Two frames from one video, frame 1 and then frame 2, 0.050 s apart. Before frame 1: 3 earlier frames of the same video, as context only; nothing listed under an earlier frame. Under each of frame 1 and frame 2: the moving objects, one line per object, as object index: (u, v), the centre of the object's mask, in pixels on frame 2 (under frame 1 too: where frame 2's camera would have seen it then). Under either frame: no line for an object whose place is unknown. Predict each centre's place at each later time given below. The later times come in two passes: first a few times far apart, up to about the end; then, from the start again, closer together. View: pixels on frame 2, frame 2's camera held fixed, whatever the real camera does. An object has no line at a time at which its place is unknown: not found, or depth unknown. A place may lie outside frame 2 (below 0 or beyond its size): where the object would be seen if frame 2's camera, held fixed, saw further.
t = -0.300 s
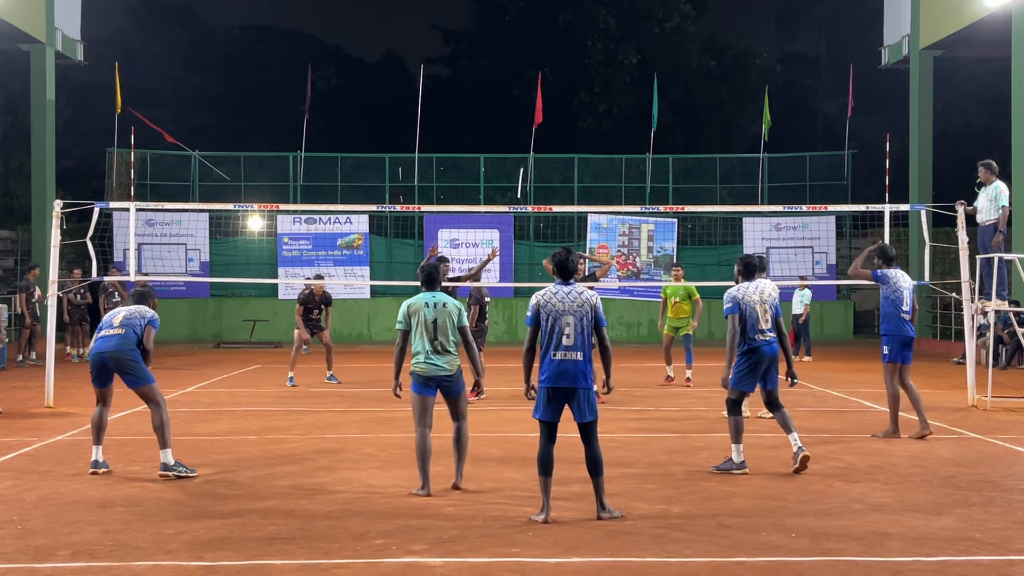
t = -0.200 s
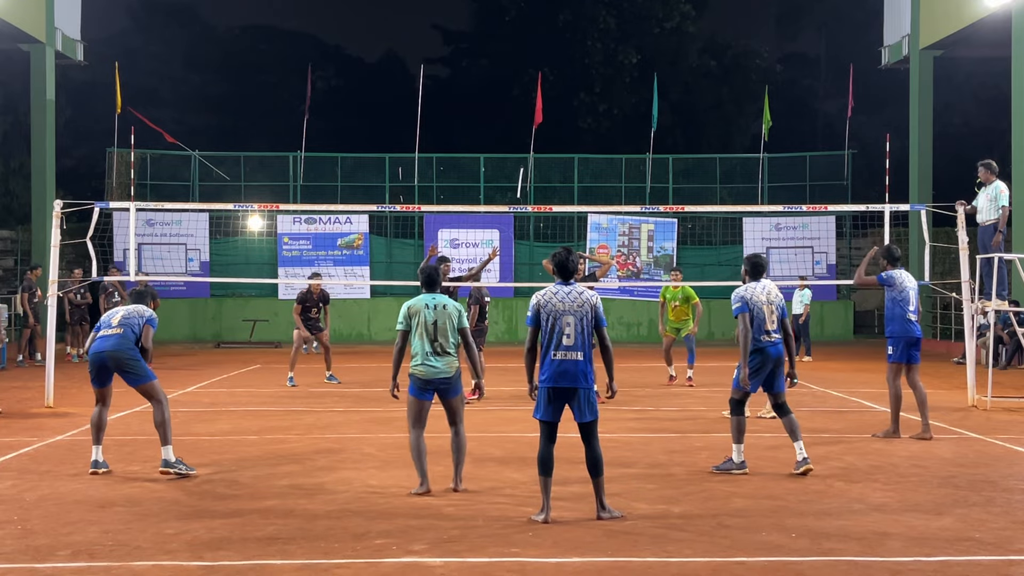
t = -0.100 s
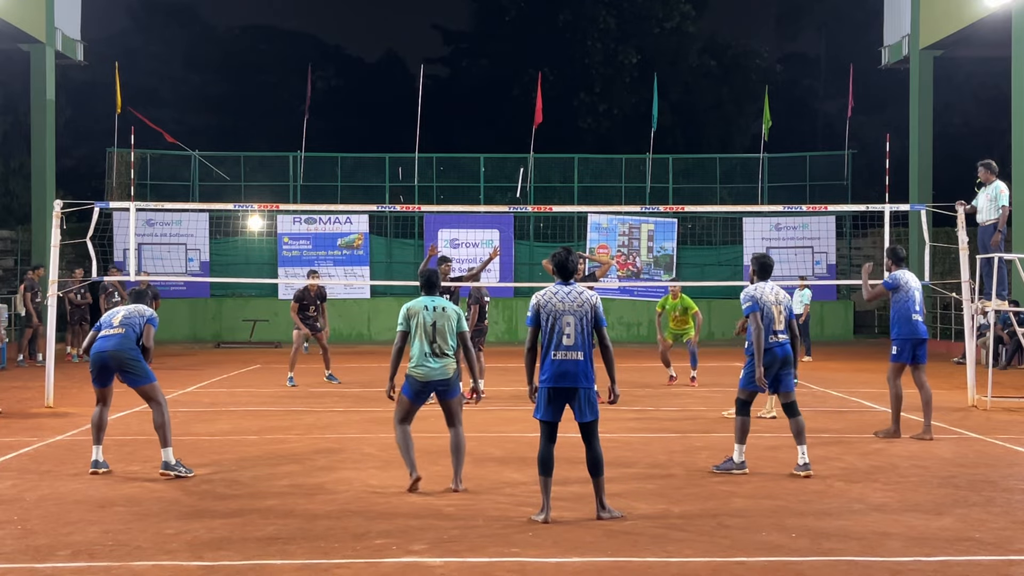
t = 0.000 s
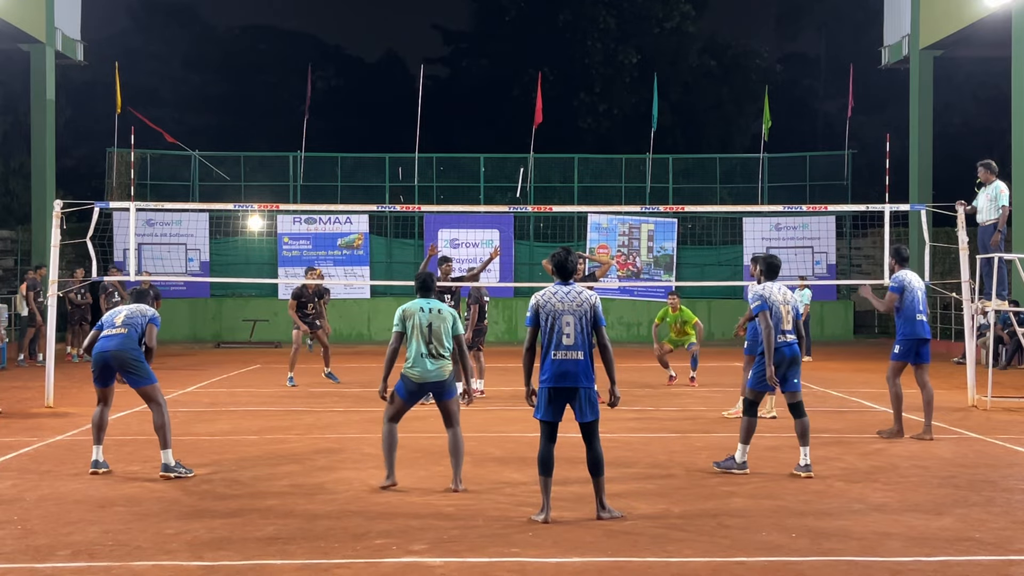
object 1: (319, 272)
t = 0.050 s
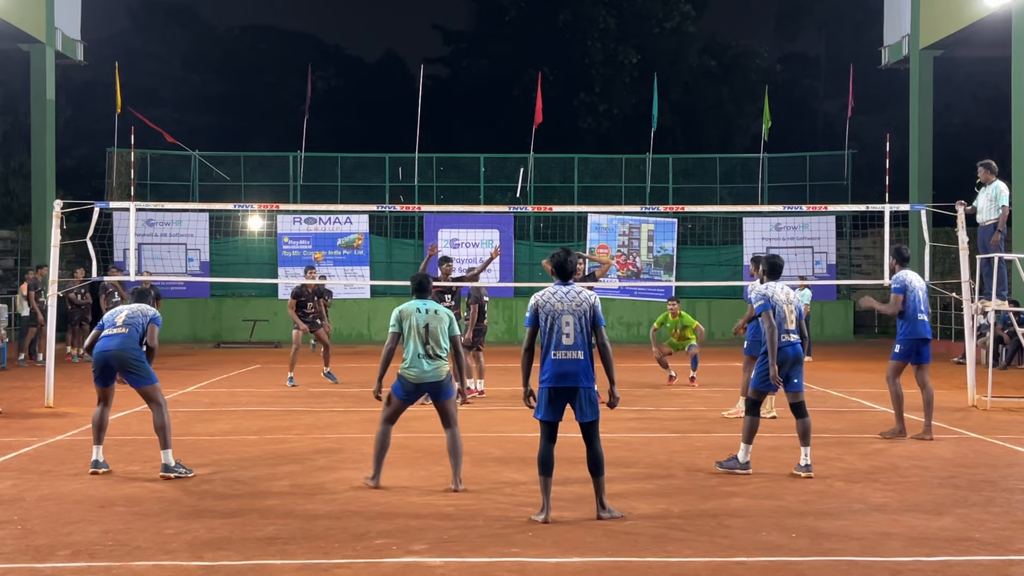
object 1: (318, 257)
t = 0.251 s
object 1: (322, 207)
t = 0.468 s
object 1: (327, 176)
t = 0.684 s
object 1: (332, 166)
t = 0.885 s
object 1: (337, 177)
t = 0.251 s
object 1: (322, 207)
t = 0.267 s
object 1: (322, 202)
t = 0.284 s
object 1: (323, 200)
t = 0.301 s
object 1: (323, 198)
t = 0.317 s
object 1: (324, 196)
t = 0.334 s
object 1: (324, 193)
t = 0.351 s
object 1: (324, 190)
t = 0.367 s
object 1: (325, 187)
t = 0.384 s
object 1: (325, 185)
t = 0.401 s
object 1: (326, 182)
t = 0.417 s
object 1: (326, 181)
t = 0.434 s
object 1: (326, 179)
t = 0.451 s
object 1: (327, 177)
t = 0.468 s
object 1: (327, 176)
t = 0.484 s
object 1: (327, 174)
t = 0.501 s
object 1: (328, 173)
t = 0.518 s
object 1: (328, 171)
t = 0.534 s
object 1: (329, 170)
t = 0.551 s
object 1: (329, 169)
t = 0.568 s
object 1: (330, 168)
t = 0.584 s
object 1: (330, 168)
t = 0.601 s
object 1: (330, 167)
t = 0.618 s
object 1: (331, 167)
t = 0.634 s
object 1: (331, 166)
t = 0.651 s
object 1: (332, 166)
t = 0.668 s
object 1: (332, 166)
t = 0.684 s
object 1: (332, 166)
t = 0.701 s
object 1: (333, 166)
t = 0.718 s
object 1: (333, 166)
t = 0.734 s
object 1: (333, 167)
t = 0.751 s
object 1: (334, 167)
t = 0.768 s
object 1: (334, 168)
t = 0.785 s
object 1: (335, 169)
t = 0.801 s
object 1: (335, 170)
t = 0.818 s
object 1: (336, 172)
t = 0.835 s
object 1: (336, 173)
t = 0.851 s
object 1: (337, 174)
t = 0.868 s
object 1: (337, 176)
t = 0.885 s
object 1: (337, 177)
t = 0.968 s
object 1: (339, 188)
